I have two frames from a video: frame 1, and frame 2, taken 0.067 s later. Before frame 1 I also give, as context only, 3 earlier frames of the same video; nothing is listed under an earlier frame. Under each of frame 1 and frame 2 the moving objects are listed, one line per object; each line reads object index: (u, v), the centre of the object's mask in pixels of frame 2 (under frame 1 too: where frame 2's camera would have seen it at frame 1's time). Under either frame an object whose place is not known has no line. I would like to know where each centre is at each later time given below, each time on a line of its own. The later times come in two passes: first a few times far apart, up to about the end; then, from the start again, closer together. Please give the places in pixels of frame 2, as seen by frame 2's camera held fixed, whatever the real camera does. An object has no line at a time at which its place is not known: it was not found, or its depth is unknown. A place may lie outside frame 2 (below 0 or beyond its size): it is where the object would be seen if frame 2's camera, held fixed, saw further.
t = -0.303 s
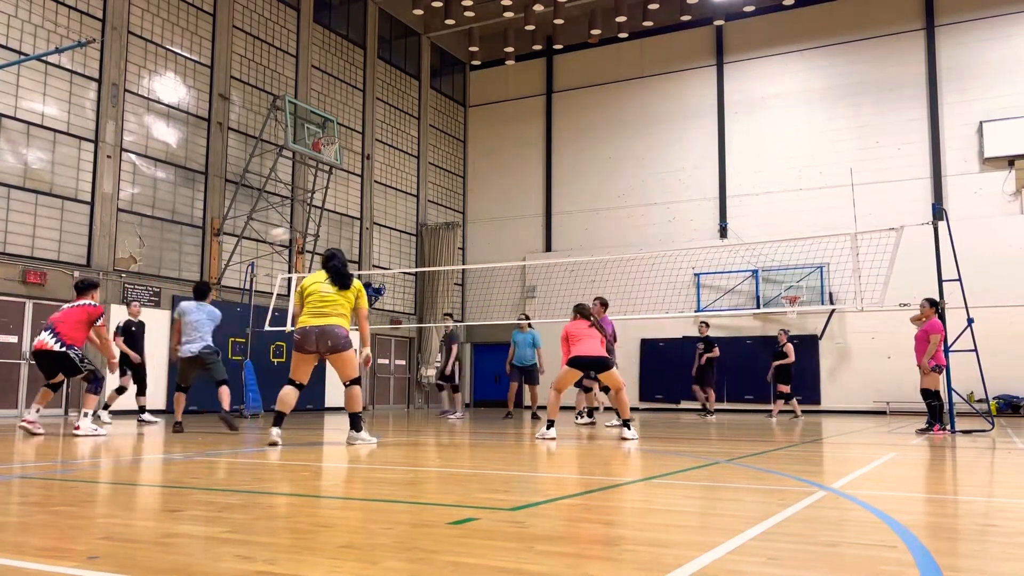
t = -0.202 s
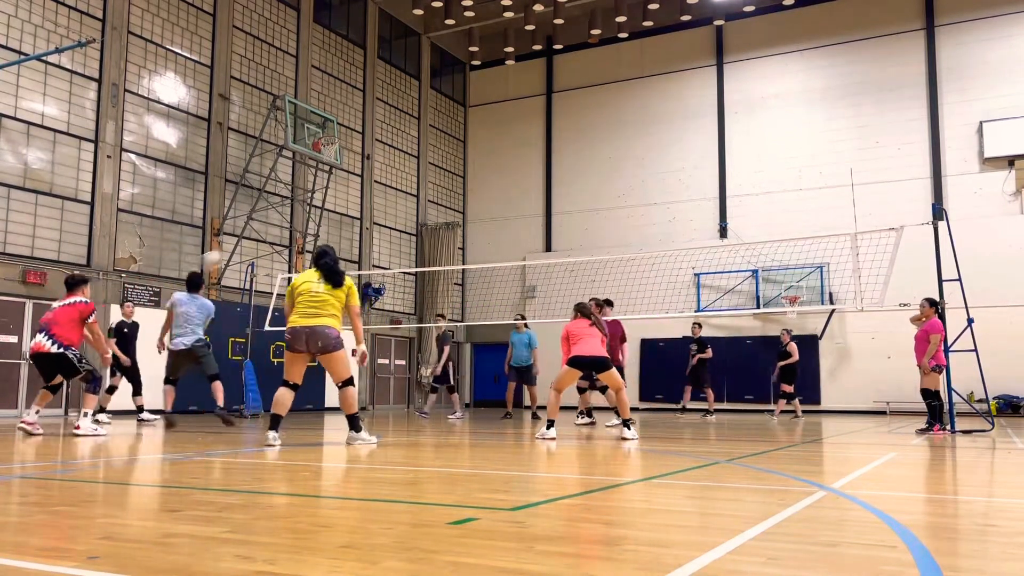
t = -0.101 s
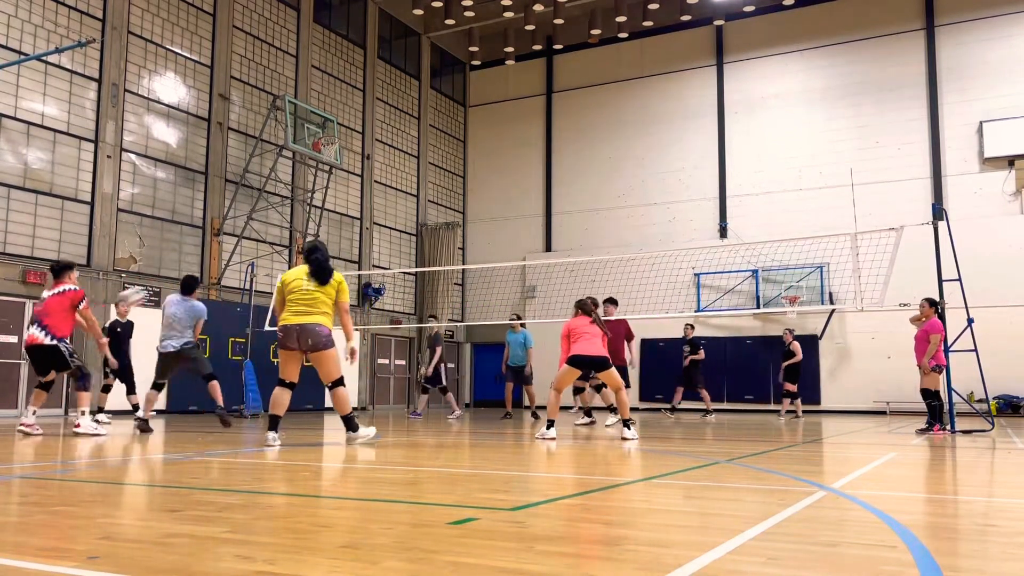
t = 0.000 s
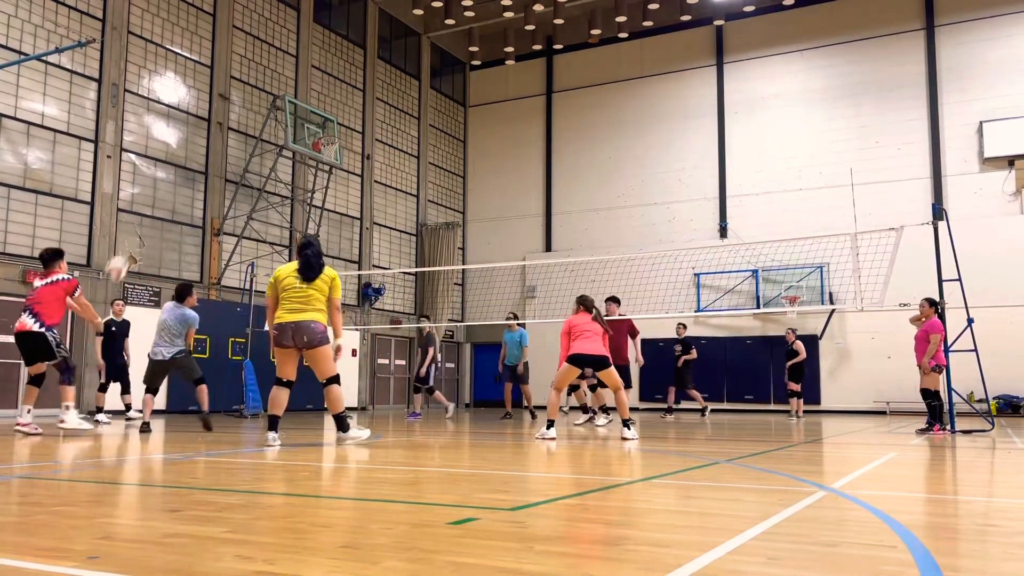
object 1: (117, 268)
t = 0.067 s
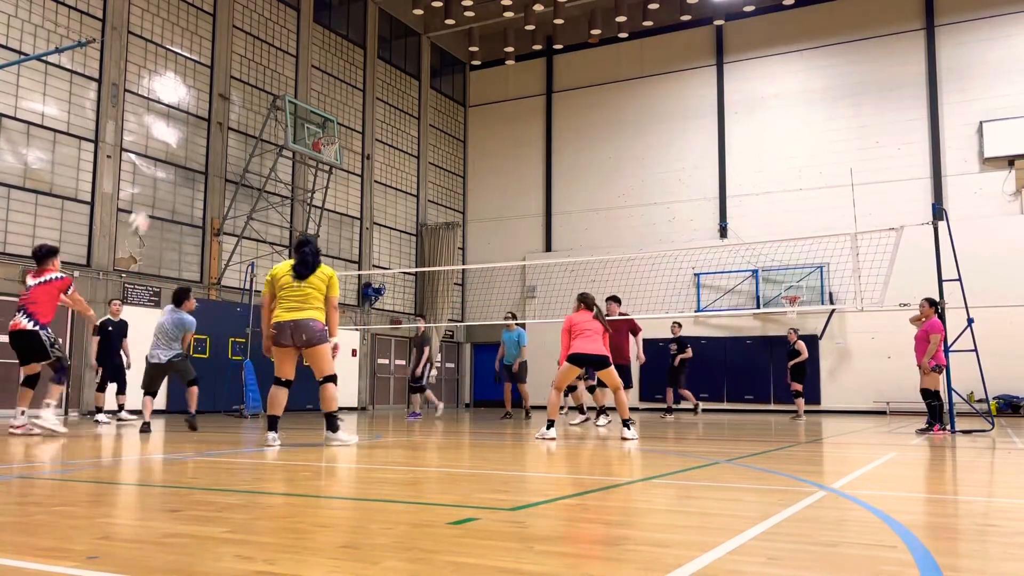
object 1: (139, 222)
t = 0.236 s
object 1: (186, 133)
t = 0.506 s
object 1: (252, 53)
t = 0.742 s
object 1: (304, 35)
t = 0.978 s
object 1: (352, 61)
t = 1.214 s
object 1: (397, 128)
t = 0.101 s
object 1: (147, 203)
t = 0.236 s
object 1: (186, 133)
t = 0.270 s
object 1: (195, 120)
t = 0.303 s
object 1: (204, 107)
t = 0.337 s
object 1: (212, 94)
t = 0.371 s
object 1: (220, 84)
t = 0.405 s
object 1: (228, 75)
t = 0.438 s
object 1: (237, 67)
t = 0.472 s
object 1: (244, 60)
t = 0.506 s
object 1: (252, 53)
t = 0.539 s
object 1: (260, 48)
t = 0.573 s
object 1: (267, 43)
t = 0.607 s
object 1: (275, 40)
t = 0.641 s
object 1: (282, 38)
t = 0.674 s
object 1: (290, 36)
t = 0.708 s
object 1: (298, 35)
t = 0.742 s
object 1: (304, 35)
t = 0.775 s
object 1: (311, 37)
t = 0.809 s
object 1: (319, 39)
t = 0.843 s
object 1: (325, 41)
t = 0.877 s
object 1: (332, 45)
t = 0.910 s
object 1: (339, 50)
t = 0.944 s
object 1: (345, 55)
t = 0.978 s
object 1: (352, 61)
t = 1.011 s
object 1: (358, 69)
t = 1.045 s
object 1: (365, 77)
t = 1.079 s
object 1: (372, 86)
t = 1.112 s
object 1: (377, 95)
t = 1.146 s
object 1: (384, 107)
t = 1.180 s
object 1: (390, 118)
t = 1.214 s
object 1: (397, 128)
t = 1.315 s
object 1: (415, 170)
